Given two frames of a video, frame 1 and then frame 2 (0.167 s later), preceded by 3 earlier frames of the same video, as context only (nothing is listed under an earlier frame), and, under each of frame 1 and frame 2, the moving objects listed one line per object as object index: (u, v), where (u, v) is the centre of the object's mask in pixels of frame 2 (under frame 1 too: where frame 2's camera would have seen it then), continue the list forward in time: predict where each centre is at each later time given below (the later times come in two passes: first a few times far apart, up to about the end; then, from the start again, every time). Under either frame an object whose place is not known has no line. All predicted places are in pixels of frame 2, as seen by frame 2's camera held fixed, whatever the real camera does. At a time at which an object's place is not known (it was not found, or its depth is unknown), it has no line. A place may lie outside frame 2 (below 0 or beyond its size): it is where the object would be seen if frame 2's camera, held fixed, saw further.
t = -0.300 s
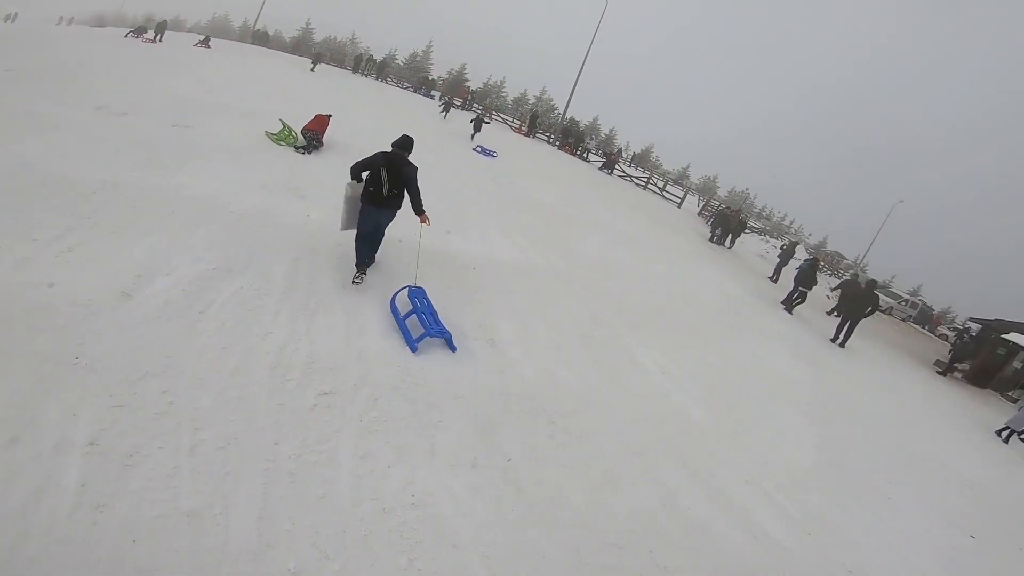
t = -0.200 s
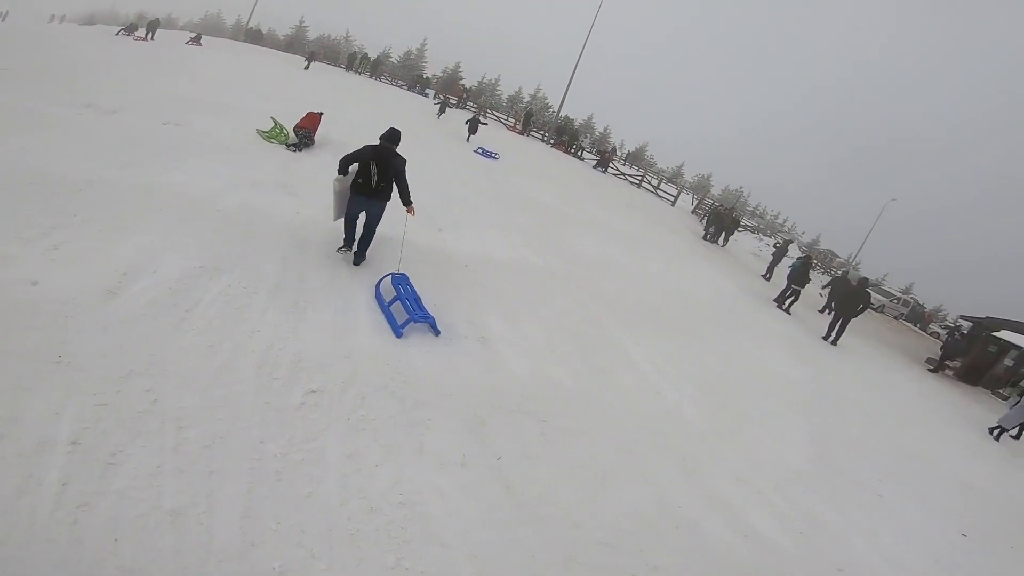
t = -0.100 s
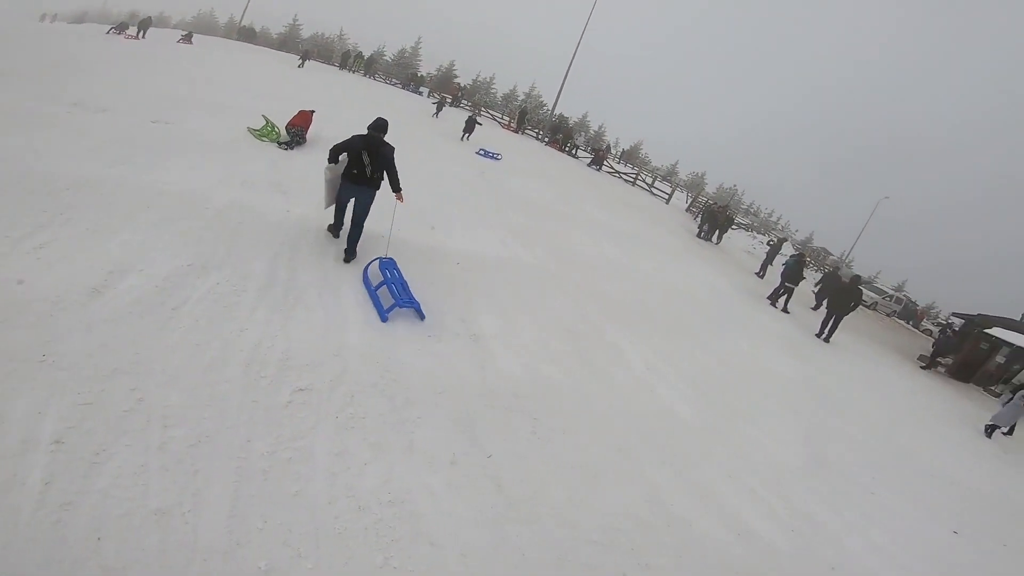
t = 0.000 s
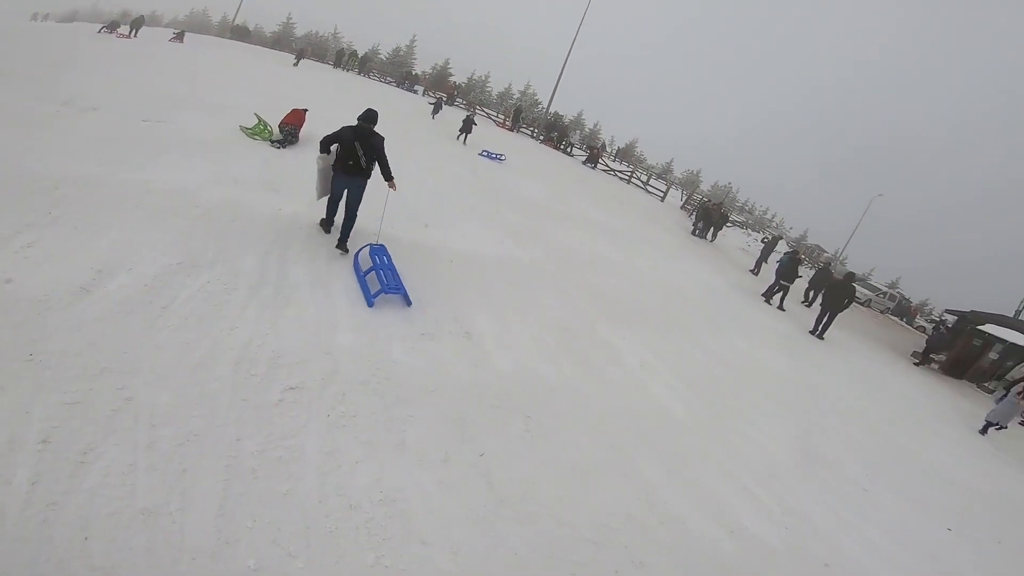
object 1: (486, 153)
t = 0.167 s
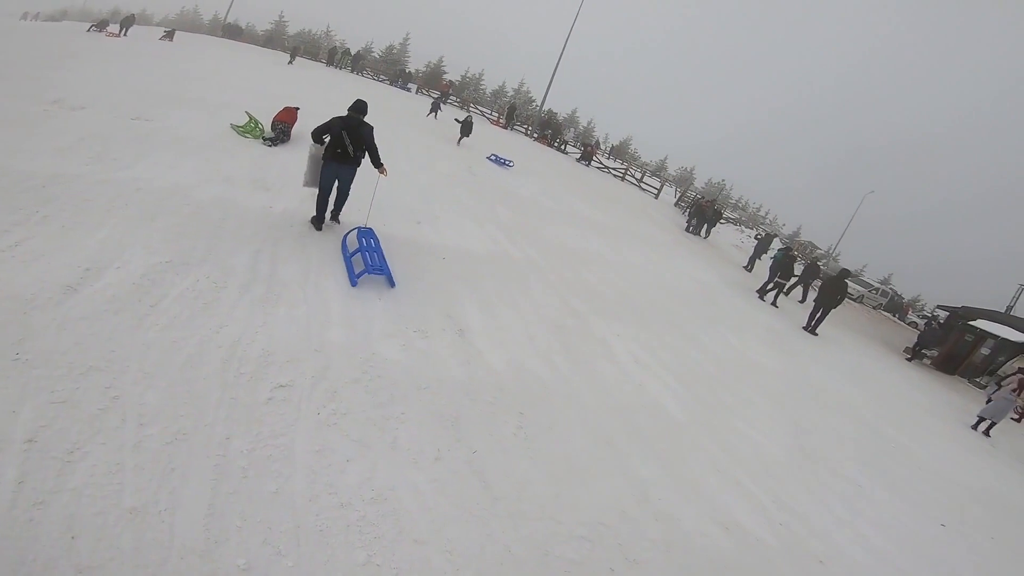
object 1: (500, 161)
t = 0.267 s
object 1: (509, 167)
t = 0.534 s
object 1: (533, 184)
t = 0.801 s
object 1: (561, 201)
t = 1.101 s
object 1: (588, 222)
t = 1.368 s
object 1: (613, 246)
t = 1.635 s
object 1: (643, 268)
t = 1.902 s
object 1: (675, 287)
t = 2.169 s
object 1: (707, 319)
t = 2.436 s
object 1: (753, 352)
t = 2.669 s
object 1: (795, 372)
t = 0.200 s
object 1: (503, 163)
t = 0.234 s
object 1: (506, 165)
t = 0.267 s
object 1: (509, 167)
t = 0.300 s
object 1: (512, 169)
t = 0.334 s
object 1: (515, 171)
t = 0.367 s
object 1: (518, 173)
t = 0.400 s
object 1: (521, 175)
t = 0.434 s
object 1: (524, 177)
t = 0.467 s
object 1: (527, 179)
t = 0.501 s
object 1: (529, 182)
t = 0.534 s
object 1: (533, 184)
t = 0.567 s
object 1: (536, 186)
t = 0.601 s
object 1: (540, 188)
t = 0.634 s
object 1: (543, 190)
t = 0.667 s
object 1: (546, 193)
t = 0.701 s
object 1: (550, 195)
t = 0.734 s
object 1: (553, 197)
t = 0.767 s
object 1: (557, 199)
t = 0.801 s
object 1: (561, 201)
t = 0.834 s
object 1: (563, 203)
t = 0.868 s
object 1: (567, 205)
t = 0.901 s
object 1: (570, 207)
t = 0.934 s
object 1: (573, 209)
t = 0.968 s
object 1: (576, 211)
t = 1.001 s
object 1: (579, 213)
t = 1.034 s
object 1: (582, 216)
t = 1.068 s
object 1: (585, 219)
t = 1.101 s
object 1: (588, 222)
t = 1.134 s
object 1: (591, 224)
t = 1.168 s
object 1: (594, 228)
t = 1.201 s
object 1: (597, 231)
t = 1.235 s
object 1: (601, 233)
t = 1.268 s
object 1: (604, 236)
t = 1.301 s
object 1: (607, 240)
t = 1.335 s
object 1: (610, 243)
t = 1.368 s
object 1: (613, 246)
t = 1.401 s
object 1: (617, 249)
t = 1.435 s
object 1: (620, 252)
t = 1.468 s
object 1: (624, 255)
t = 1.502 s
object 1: (628, 257)
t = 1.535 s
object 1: (632, 260)
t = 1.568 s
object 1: (636, 263)
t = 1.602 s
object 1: (639, 266)
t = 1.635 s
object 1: (643, 268)
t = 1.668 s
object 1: (647, 270)
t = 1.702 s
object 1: (651, 272)
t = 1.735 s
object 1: (655, 275)
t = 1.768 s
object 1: (660, 277)
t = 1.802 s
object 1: (664, 279)
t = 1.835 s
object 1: (668, 282)
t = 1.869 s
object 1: (672, 284)
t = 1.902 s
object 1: (675, 287)
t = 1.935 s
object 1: (679, 290)
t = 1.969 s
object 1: (683, 294)
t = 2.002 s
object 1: (686, 297)
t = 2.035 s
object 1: (690, 302)
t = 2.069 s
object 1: (694, 306)
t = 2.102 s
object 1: (698, 310)
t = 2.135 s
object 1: (703, 315)
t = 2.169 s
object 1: (707, 319)
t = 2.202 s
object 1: (712, 324)
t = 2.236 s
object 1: (718, 329)
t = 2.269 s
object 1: (723, 333)
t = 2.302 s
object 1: (729, 338)
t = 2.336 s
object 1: (734, 341)
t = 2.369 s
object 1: (741, 346)
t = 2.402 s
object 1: (747, 349)
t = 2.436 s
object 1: (753, 352)
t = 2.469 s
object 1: (760, 355)
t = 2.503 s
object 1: (766, 357)
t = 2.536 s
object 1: (772, 360)
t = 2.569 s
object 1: (778, 363)
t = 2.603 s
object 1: (784, 366)
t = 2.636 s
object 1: (790, 369)
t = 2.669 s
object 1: (795, 372)
